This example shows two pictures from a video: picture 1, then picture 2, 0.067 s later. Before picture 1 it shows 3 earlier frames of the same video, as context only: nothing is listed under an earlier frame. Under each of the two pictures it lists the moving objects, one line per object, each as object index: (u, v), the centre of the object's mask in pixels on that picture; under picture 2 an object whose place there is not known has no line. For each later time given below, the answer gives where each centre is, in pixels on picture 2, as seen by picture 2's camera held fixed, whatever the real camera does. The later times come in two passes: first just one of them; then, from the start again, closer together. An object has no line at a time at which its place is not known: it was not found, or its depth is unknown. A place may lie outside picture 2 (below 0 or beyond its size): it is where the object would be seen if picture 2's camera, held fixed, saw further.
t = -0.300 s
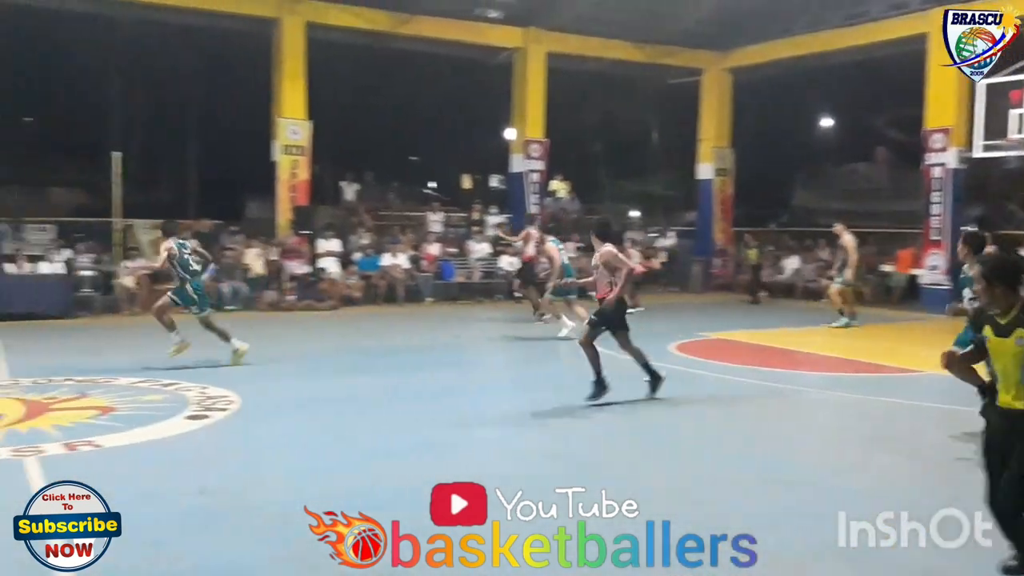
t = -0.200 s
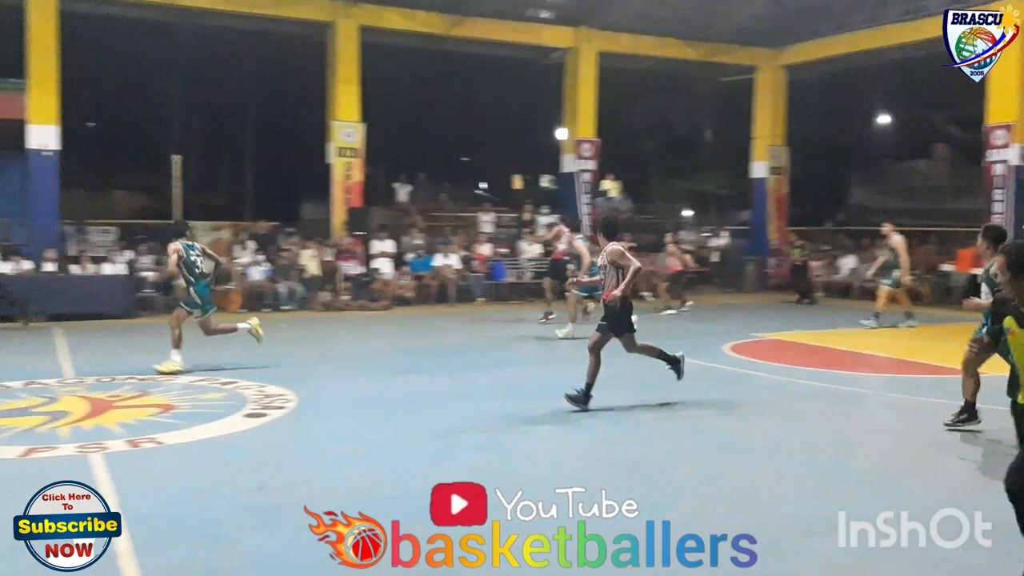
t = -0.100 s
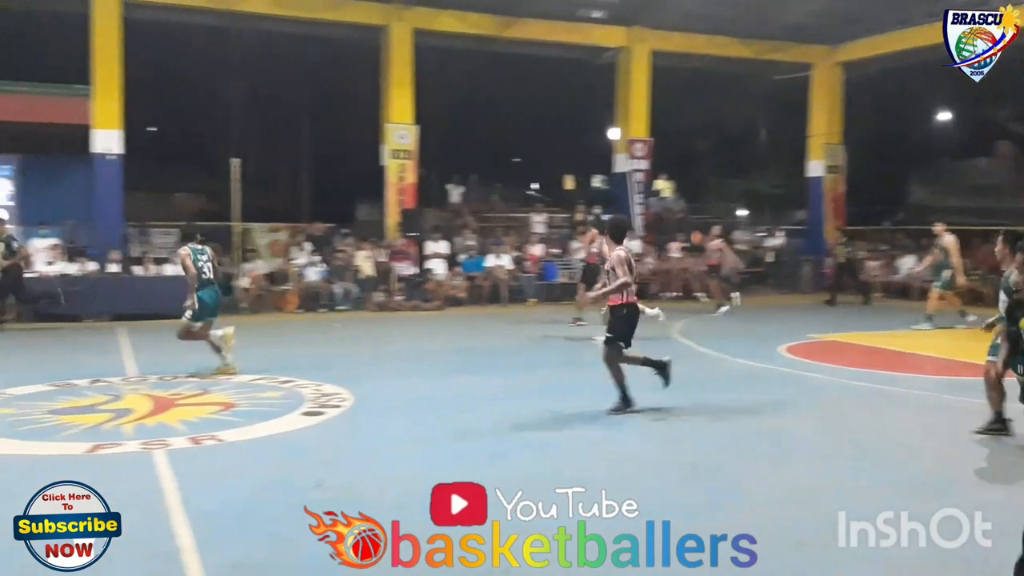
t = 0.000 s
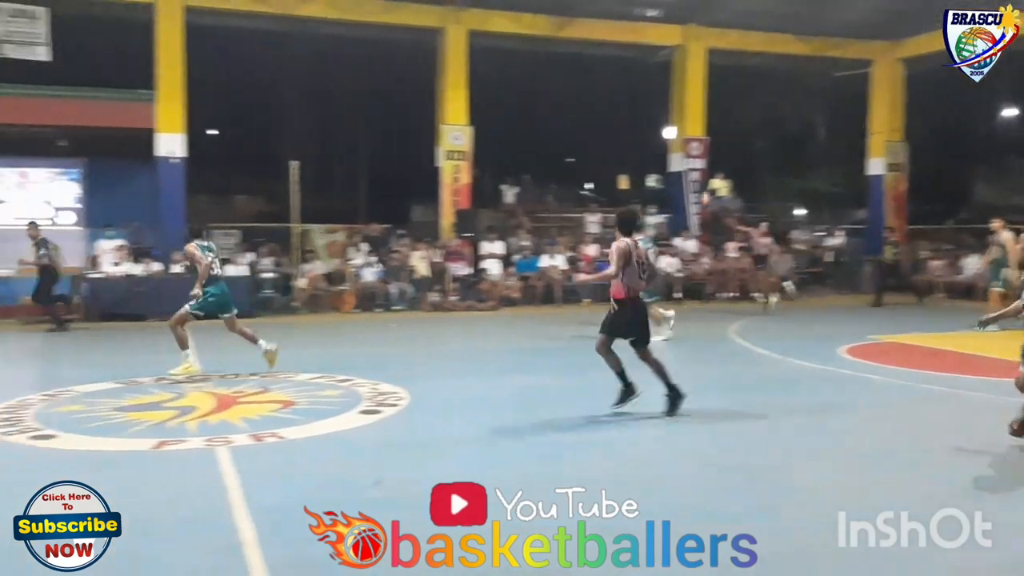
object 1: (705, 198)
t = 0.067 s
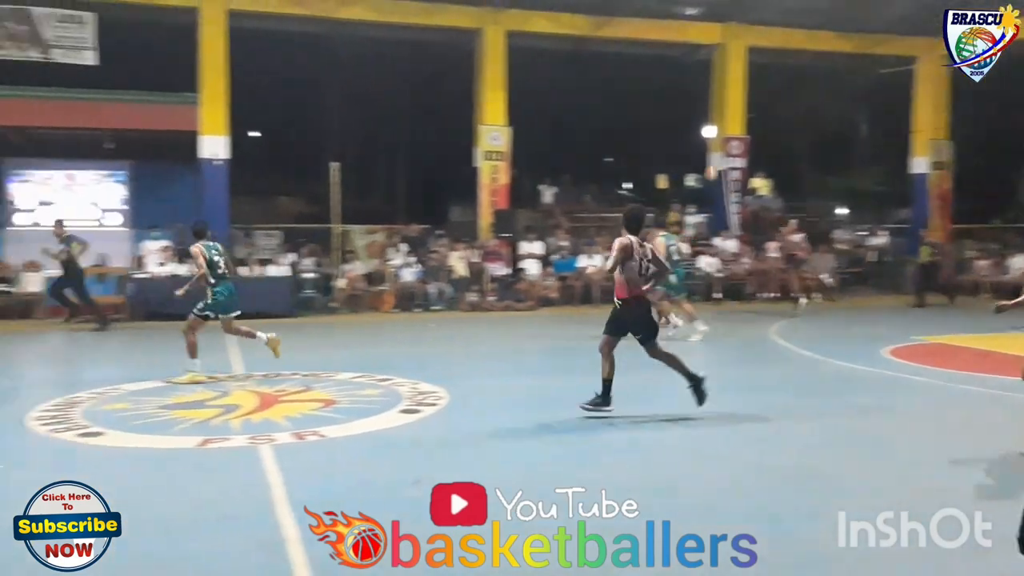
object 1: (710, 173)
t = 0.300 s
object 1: (569, 84)
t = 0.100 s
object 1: (693, 160)
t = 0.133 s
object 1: (675, 147)
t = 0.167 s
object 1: (656, 134)
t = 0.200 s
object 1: (636, 122)
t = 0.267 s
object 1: (592, 96)
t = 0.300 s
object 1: (569, 84)
